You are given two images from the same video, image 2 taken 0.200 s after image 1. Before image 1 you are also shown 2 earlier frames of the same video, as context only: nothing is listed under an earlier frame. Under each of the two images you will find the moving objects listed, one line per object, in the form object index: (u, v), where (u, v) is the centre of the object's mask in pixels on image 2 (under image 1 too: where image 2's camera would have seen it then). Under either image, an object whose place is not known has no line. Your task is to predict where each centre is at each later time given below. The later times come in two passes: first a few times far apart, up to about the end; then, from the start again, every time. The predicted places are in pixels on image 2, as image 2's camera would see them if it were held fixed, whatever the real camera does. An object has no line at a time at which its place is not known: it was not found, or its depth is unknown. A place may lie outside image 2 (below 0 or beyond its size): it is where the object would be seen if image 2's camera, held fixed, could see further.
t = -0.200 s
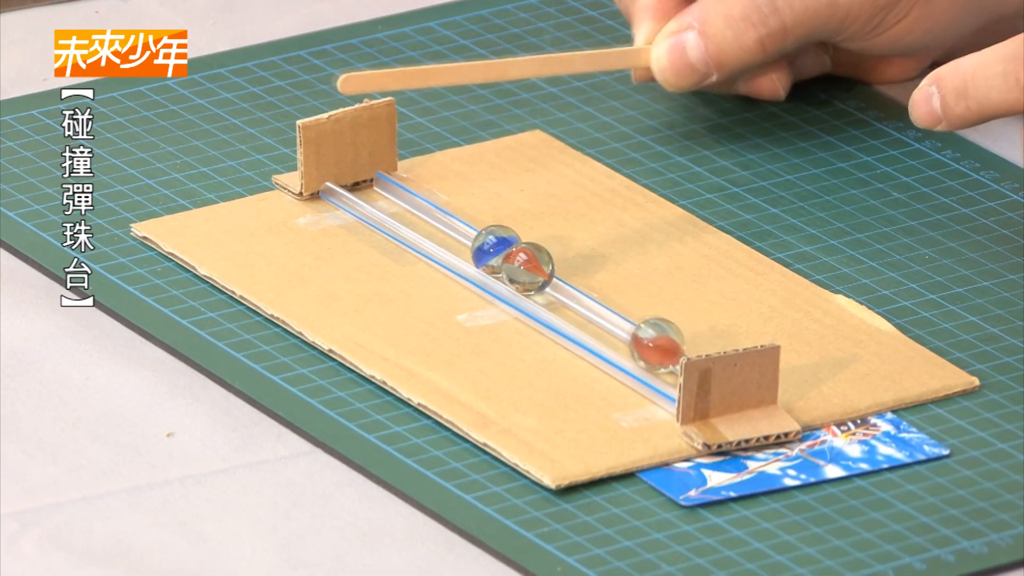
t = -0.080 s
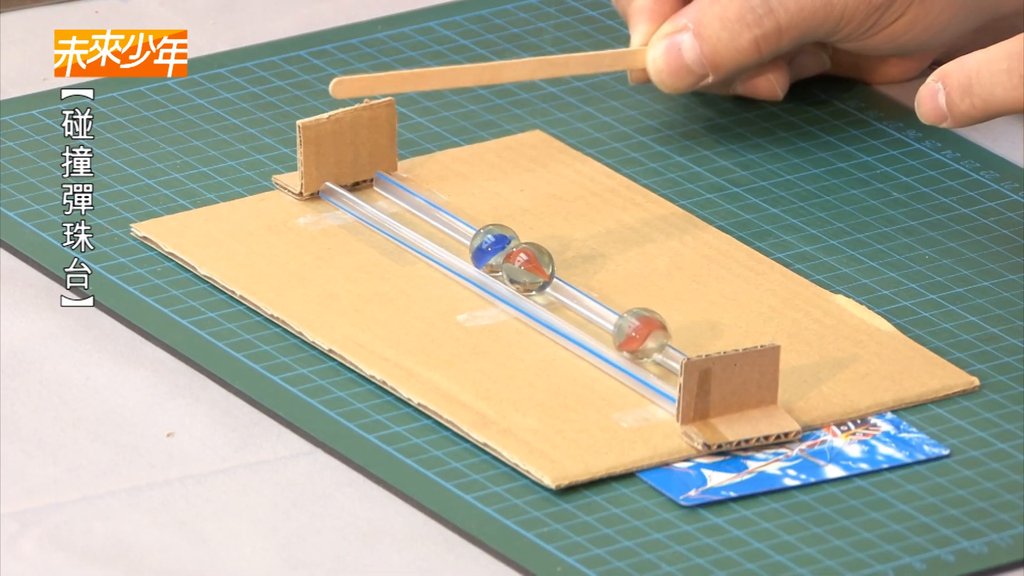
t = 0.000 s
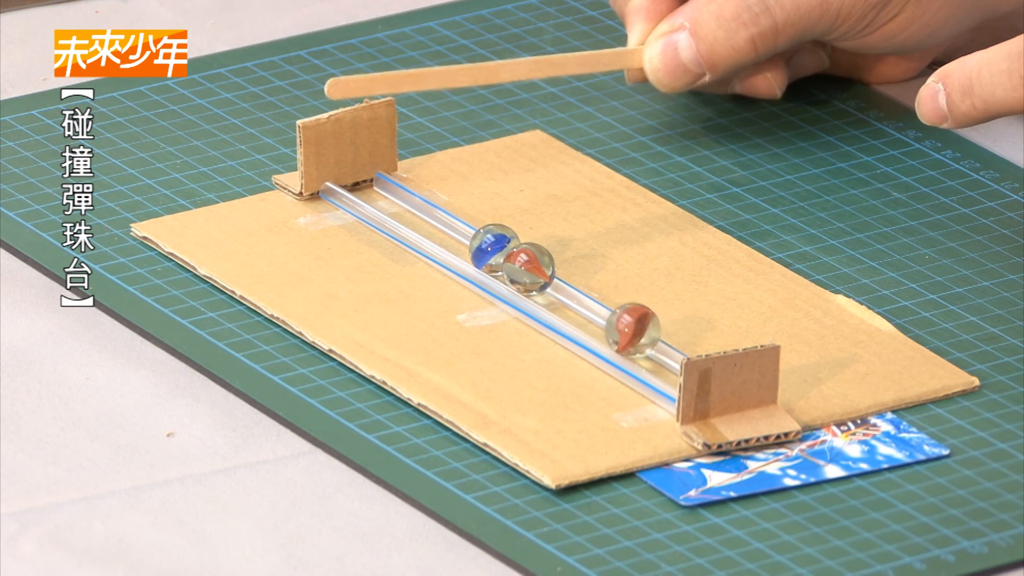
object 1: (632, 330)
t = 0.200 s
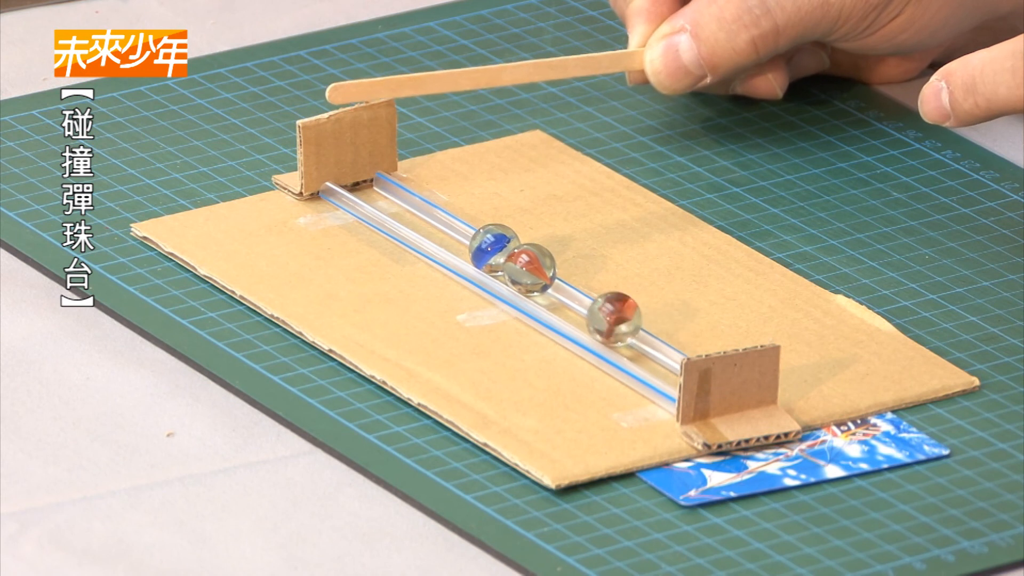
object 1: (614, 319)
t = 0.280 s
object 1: (608, 315)
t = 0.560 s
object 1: (591, 305)
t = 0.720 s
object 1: (585, 301)
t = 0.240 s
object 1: (611, 317)
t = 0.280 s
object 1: (608, 315)
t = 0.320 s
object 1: (605, 313)
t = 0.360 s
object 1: (603, 312)
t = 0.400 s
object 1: (600, 311)
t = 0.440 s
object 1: (598, 309)
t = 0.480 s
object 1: (596, 308)
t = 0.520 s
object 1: (593, 306)
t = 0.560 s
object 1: (591, 305)
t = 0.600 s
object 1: (589, 304)
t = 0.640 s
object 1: (588, 303)
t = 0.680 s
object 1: (586, 302)
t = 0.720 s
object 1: (585, 301)
